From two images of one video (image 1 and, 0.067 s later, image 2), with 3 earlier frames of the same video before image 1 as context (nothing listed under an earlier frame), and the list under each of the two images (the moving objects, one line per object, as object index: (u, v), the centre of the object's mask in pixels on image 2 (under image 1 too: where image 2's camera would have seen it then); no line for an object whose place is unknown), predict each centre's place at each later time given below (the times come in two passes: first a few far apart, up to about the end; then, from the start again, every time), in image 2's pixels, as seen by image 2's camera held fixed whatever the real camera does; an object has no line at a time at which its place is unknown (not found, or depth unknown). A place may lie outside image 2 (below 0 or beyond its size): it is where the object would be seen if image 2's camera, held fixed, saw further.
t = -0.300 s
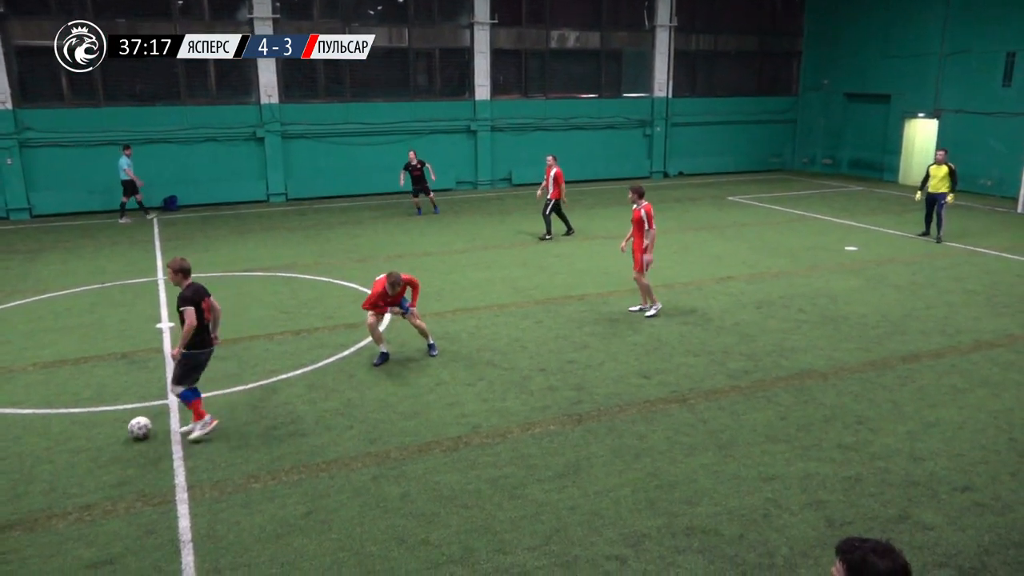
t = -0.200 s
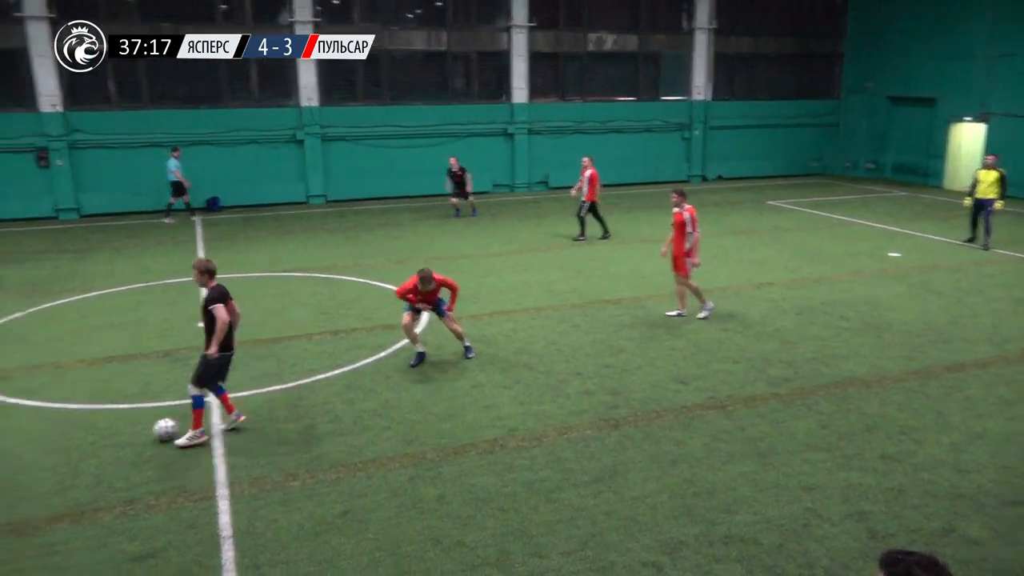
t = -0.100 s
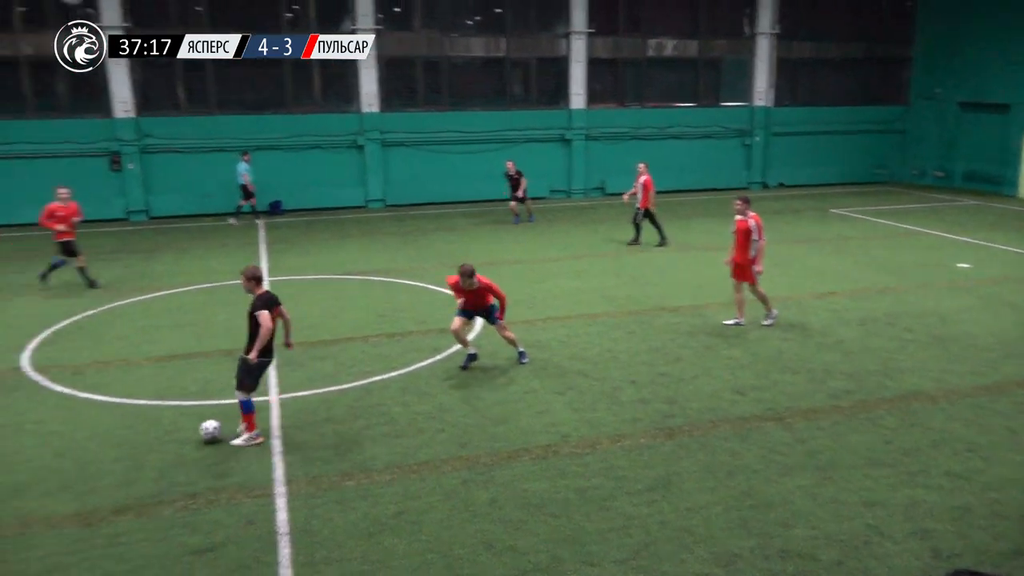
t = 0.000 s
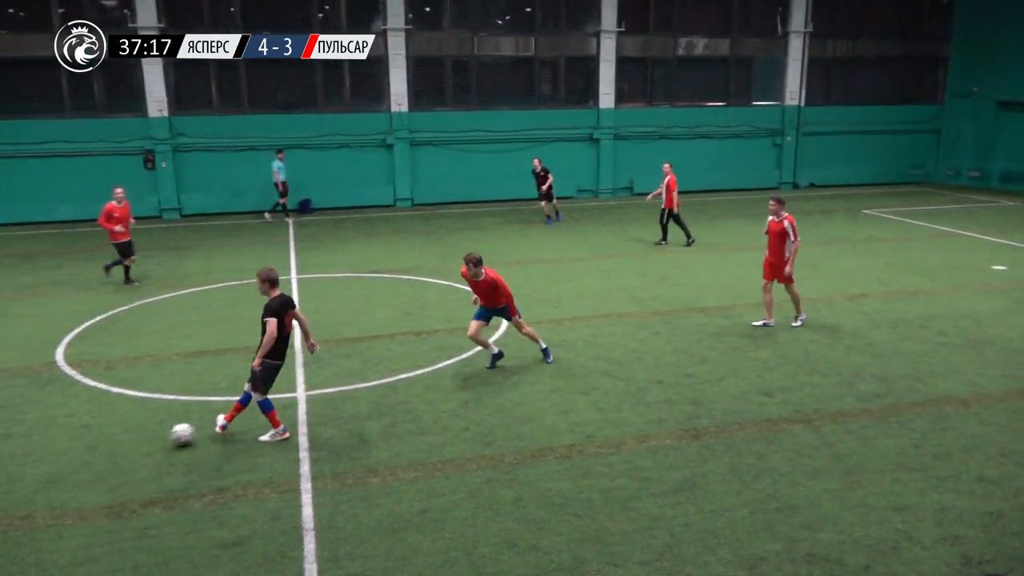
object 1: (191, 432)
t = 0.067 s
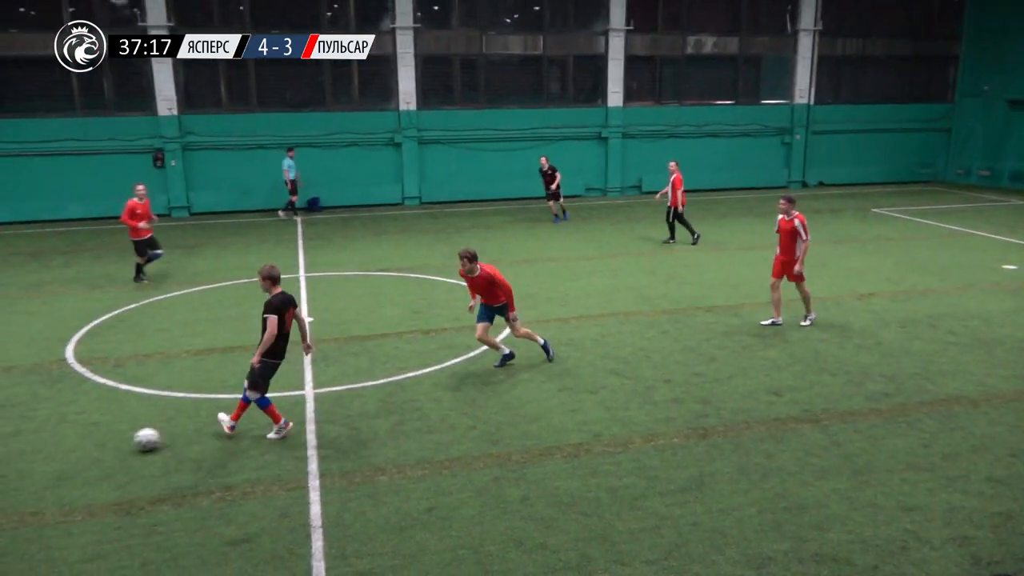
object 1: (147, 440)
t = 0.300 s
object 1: (-13, 464)
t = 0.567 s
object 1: (-171, 493)
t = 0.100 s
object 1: (119, 444)
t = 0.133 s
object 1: (97, 447)
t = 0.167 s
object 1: (77, 450)
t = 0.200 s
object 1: (50, 455)
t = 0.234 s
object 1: (31, 457)
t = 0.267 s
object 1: (12, 459)
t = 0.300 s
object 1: (-13, 464)
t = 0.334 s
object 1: (-31, 467)
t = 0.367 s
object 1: (-49, 470)
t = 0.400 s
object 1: (-72, 474)
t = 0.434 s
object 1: (-91, 477)
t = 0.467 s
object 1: (-109, 480)
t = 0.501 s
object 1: (-134, 486)
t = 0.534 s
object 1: (-151, 489)
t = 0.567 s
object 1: (-171, 493)
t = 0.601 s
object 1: (-197, 497)
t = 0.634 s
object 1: (-216, 500)
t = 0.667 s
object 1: (-235, 504)
